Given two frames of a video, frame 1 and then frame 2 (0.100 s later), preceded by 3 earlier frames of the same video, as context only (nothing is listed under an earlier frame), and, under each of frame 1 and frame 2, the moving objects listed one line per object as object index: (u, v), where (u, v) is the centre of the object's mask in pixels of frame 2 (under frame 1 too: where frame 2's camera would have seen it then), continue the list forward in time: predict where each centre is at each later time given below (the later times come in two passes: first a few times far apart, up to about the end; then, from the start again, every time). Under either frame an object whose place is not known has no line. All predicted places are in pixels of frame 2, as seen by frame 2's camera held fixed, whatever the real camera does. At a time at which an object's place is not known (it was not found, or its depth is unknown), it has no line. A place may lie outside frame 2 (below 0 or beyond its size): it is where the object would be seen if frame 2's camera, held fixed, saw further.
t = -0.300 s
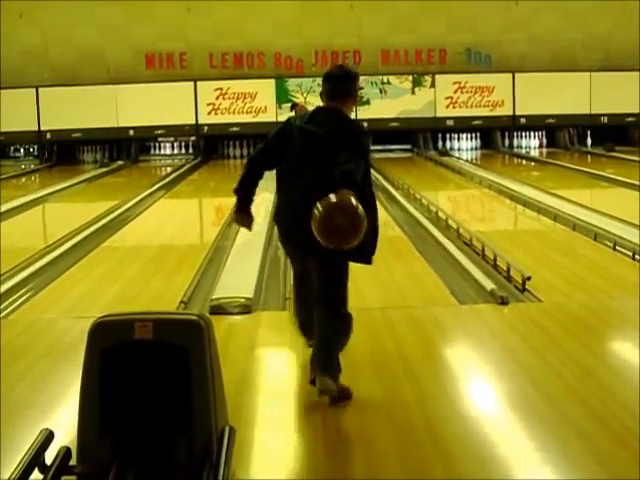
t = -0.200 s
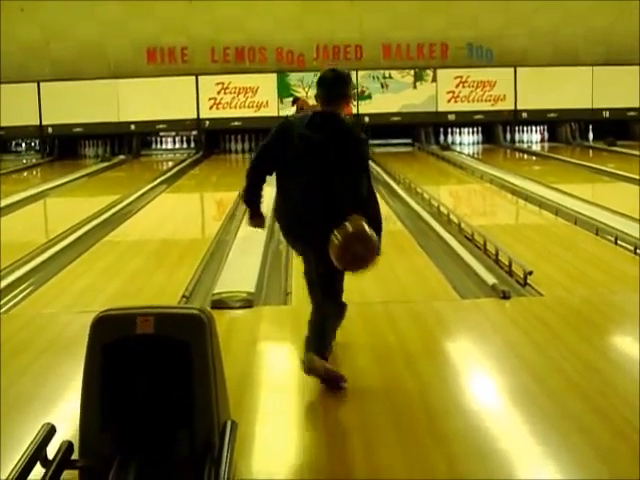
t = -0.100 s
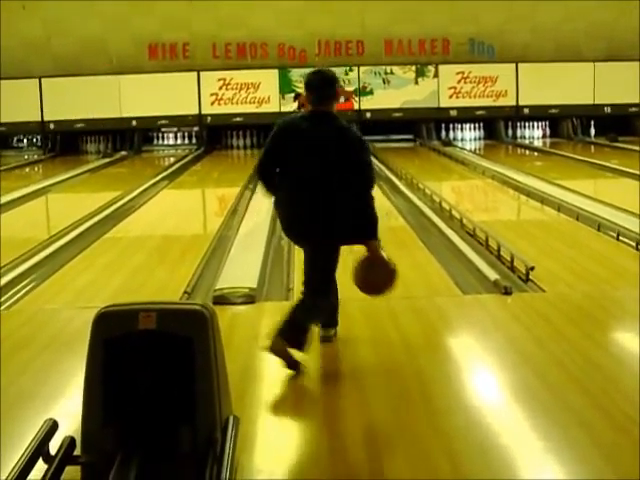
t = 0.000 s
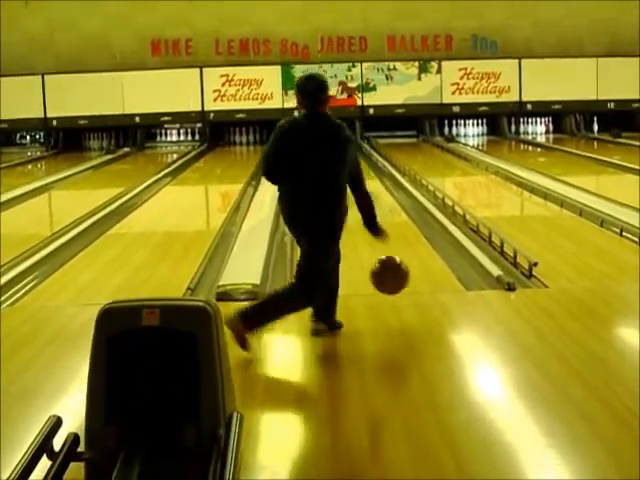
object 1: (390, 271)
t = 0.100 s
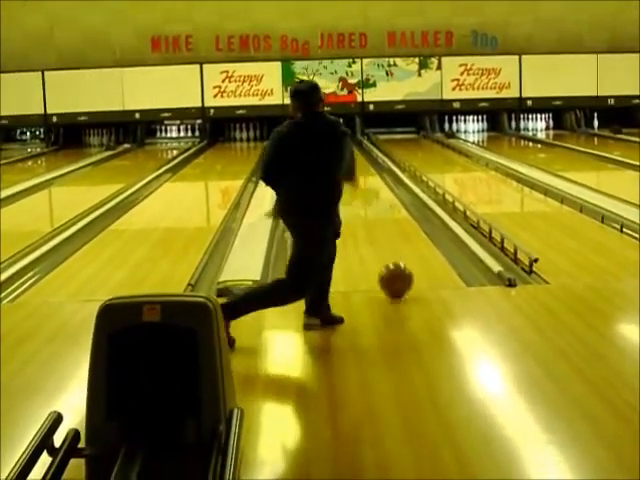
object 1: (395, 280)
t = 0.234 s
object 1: (400, 256)
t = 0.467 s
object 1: (405, 225)
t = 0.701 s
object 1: (408, 203)
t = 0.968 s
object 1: (400, 189)
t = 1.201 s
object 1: (392, 180)
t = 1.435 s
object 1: (386, 172)
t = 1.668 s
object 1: (379, 165)
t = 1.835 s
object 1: (375, 161)
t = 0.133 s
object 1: (397, 273)
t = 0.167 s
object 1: (398, 267)
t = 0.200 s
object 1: (399, 262)
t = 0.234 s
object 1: (400, 256)
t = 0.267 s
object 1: (401, 251)
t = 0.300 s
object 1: (402, 246)
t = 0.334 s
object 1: (403, 241)
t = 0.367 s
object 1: (403, 237)
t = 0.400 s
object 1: (404, 233)
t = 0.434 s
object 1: (405, 229)
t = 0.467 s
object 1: (405, 225)
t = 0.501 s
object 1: (406, 221)
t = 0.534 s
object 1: (406, 218)
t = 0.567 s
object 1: (407, 215)
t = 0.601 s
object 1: (408, 212)
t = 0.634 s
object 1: (408, 209)
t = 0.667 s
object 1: (408, 206)
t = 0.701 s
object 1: (408, 203)
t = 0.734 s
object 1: (408, 201)
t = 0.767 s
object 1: (408, 200)
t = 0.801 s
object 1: (409, 200)
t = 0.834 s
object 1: (410, 200)
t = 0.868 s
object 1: (409, 198)
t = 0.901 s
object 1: (406, 194)
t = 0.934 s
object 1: (403, 192)
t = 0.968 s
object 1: (400, 189)
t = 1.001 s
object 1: (399, 188)
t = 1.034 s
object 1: (398, 187)
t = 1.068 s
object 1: (399, 186)
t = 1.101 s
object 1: (397, 185)
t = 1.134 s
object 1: (395, 183)
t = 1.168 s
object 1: (394, 181)
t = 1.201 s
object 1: (392, 180)
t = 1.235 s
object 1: (392, 179)
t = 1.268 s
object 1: (391, 178)
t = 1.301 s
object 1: (390, 176)
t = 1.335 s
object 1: (388, 175)
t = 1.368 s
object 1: (388, 174)
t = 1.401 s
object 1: (387, 173)
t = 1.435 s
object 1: (386, 172)
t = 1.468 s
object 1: (384, 170)
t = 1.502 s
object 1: (383, 170)
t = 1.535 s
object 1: (382, 169)
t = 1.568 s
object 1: (381, 167)
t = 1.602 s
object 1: (380, 166)
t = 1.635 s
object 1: (380, 165)
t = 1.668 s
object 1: (379, 165)
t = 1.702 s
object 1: (378, 164)
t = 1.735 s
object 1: (377, 163)
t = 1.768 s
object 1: (377, 163)
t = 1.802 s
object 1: (376, 161)
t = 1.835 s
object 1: (375, 161)
